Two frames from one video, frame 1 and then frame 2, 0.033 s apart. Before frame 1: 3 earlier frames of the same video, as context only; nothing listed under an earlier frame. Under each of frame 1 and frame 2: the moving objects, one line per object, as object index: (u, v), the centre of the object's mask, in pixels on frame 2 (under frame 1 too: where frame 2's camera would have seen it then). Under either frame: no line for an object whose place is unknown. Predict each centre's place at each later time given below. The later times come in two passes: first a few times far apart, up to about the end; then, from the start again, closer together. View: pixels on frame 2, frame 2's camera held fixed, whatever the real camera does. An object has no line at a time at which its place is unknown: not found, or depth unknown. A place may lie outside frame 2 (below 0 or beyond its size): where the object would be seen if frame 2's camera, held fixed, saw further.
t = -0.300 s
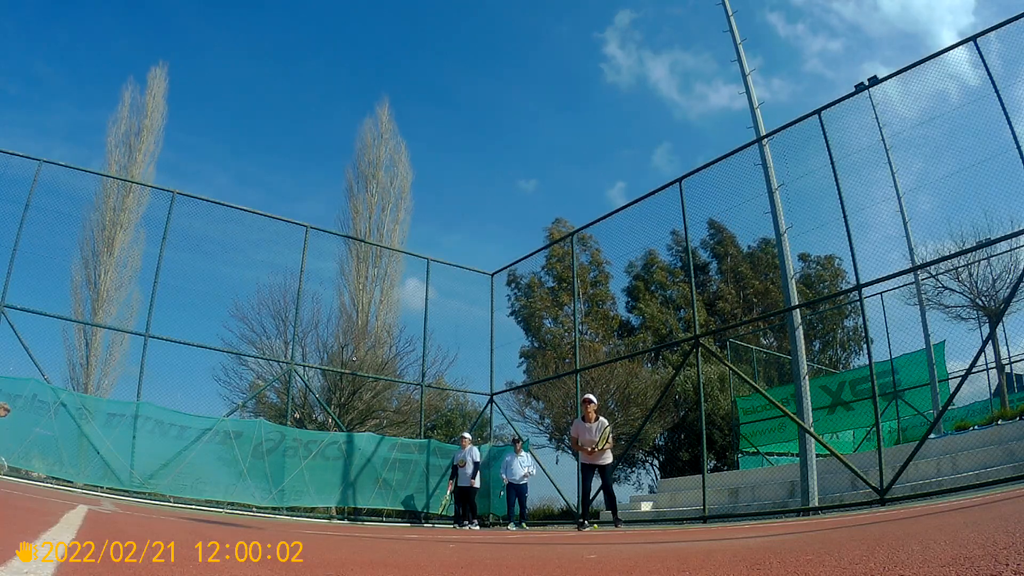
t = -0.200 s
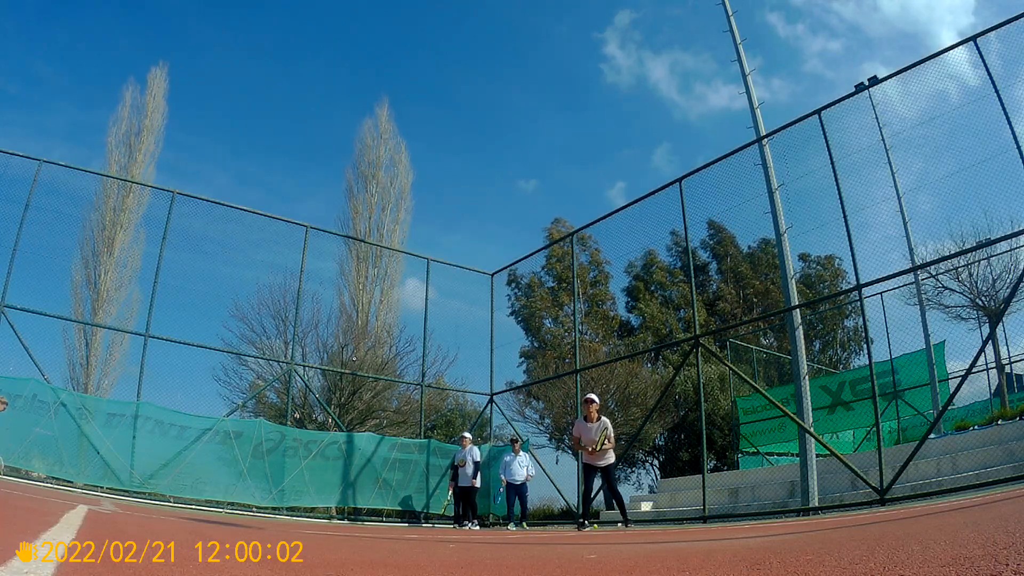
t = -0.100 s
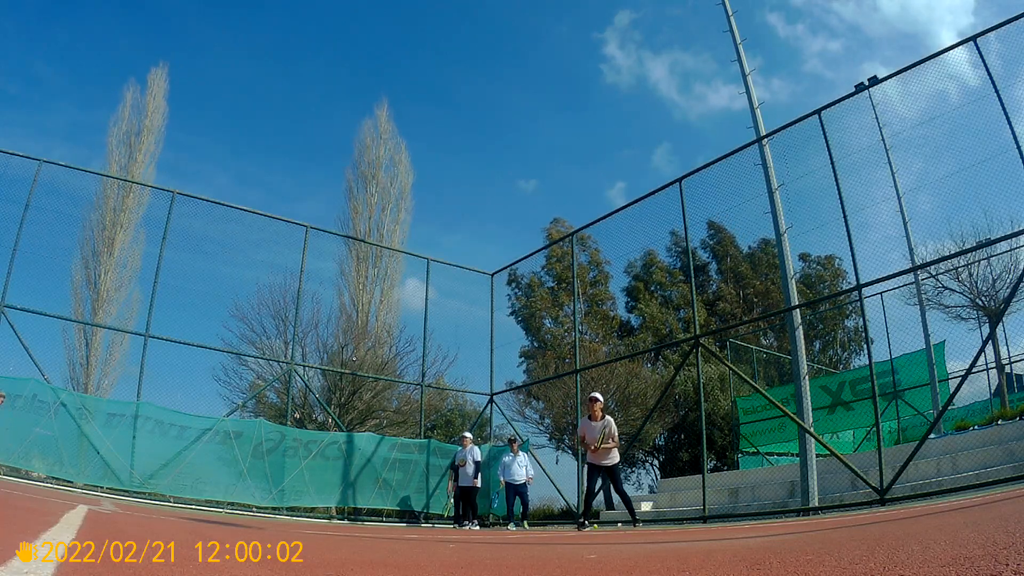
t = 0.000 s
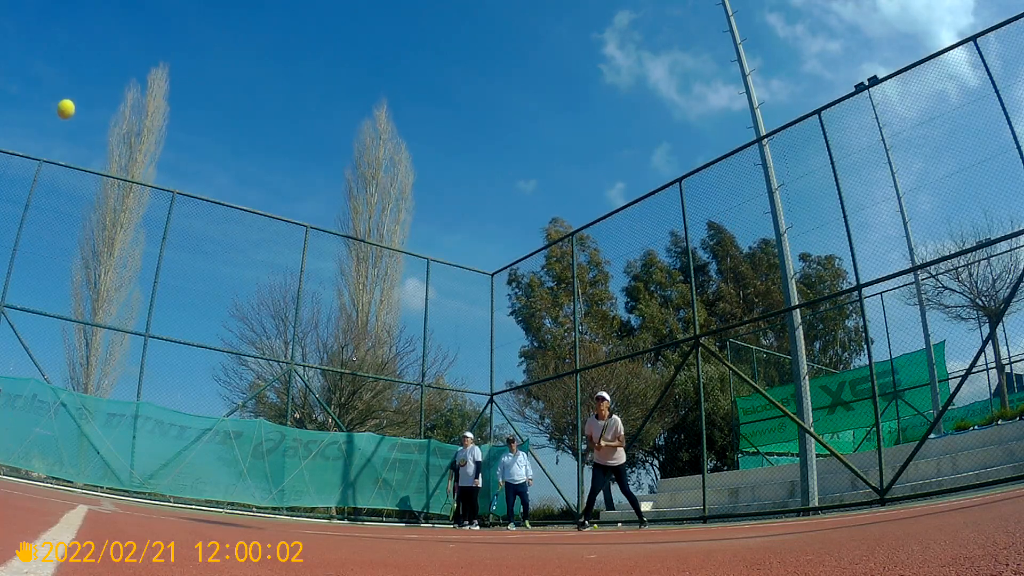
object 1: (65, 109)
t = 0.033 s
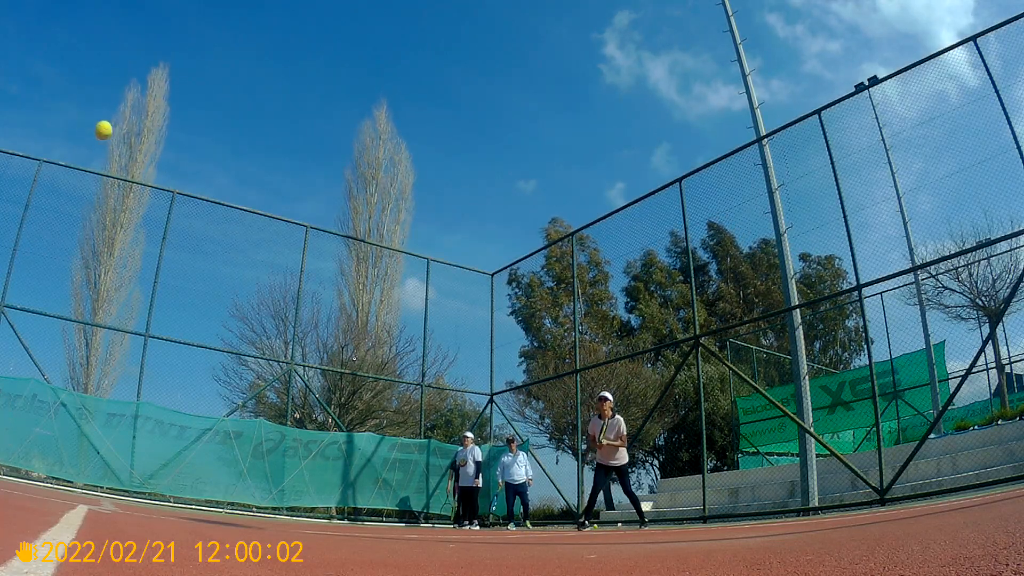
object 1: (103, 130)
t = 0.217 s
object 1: (273, 270)
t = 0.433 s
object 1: (410, 455)
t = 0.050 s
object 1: (121, 141)
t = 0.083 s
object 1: (156, 165)
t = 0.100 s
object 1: (172, 177)
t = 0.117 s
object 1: (188, 190)
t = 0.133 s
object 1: (204, 203)
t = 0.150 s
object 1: (219, 216)
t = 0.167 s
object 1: (233, 229)
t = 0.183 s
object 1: (247, 243)
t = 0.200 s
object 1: (260, 256)
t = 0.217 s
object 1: (273, 270)
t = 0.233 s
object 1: (286, 284)
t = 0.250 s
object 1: (298, 298)
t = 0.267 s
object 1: (311, 312)
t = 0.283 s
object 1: (322, 326)
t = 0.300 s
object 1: (333, 340)
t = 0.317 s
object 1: (344, 355)
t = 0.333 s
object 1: (354, 369)
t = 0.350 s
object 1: (364, 384)
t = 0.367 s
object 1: (373, 399)
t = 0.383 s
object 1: (383, 413)
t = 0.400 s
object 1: (391, 428)
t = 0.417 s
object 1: (401, 441)
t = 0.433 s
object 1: (410, 455)
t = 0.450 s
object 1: (418, 469)
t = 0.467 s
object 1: (426, 483)
